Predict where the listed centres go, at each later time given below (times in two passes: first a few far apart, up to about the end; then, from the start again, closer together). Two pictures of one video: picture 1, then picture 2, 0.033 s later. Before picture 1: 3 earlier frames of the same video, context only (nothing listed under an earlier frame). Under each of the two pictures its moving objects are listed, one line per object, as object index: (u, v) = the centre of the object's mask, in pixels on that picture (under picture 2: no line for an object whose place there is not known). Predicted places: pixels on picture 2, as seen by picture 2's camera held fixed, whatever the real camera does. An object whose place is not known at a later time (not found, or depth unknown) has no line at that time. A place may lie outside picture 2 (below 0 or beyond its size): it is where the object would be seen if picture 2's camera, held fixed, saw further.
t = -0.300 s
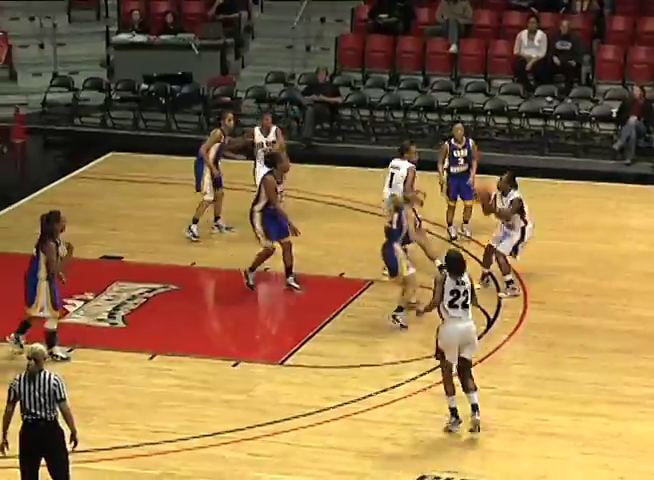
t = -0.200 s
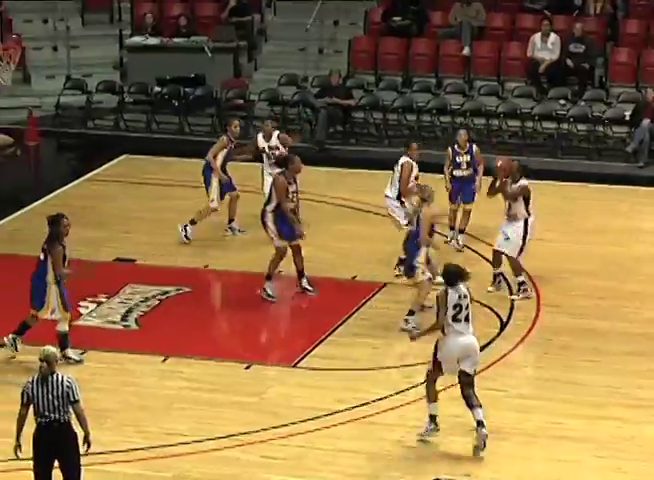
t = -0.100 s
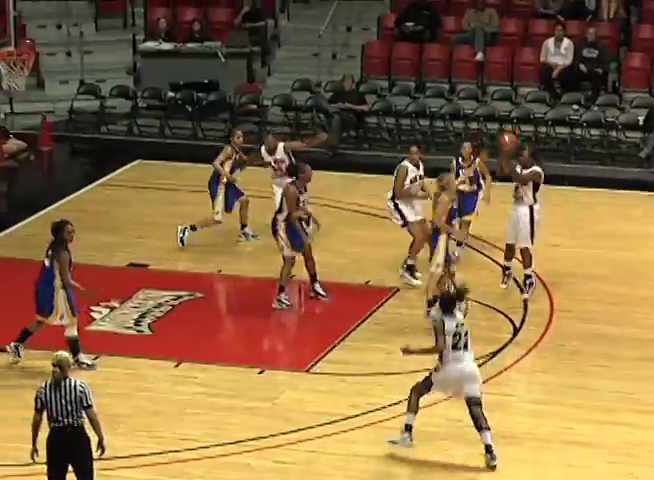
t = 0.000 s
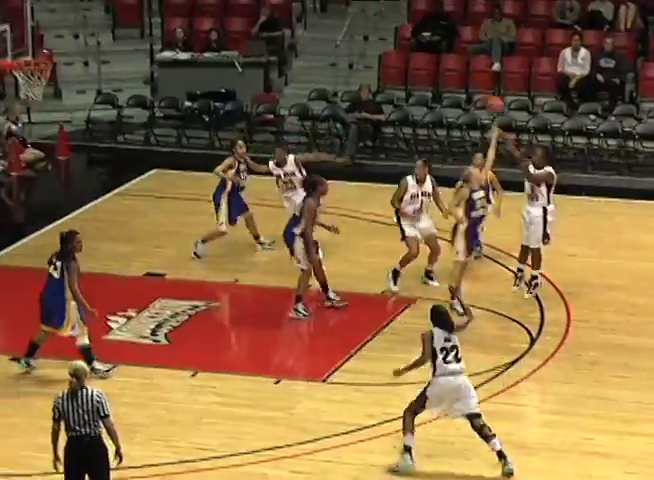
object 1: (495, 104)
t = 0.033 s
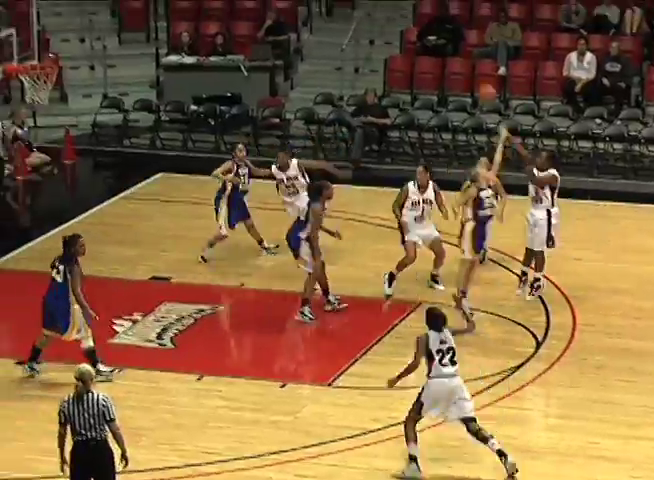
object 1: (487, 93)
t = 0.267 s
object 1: (384, 0)
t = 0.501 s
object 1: (286, -48)
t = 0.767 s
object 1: (174, -50)
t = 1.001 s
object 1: (80, -5)
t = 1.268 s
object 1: (31, 43)
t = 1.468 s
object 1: (75, 35)
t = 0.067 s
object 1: (472, 79)
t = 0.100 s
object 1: (457, 63)
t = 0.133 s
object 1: (442, 49)
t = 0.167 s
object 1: (426, 35)
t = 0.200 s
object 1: (413, 25)
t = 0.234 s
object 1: (397, 10)
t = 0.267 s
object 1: (384, 0)
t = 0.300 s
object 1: (370, -10)
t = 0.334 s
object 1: (355, -17)
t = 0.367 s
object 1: (341, -25)
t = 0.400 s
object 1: (327, -32)
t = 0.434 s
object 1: (313, -38)
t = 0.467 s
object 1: (299, -43)
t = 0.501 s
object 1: (286, -48)
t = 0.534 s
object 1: (271, -51)
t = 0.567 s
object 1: (256, -54)
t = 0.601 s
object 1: (243, -56)
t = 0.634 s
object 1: (228, -58)
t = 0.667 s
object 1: (215, -56)
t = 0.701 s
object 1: (201, -56)
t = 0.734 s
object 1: (188, -53)
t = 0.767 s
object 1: (174, -50)
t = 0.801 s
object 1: (161, -47)
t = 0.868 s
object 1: (133, -37)
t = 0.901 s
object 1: (119, -30)
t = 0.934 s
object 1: (108, -23)
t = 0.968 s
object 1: (93, -14)
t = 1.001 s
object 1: (80, -5)
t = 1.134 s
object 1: (25, 41)
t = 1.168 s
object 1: (10, 53)
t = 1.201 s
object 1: (14, 54)
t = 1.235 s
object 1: (23, 48)
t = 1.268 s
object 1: (31, 43)
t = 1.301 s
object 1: (39, 41)
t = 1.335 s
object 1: (46, 38)
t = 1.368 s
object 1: (56, 35)
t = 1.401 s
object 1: (63, 34)
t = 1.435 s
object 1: (72, 34)
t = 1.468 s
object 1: (75, 35)
